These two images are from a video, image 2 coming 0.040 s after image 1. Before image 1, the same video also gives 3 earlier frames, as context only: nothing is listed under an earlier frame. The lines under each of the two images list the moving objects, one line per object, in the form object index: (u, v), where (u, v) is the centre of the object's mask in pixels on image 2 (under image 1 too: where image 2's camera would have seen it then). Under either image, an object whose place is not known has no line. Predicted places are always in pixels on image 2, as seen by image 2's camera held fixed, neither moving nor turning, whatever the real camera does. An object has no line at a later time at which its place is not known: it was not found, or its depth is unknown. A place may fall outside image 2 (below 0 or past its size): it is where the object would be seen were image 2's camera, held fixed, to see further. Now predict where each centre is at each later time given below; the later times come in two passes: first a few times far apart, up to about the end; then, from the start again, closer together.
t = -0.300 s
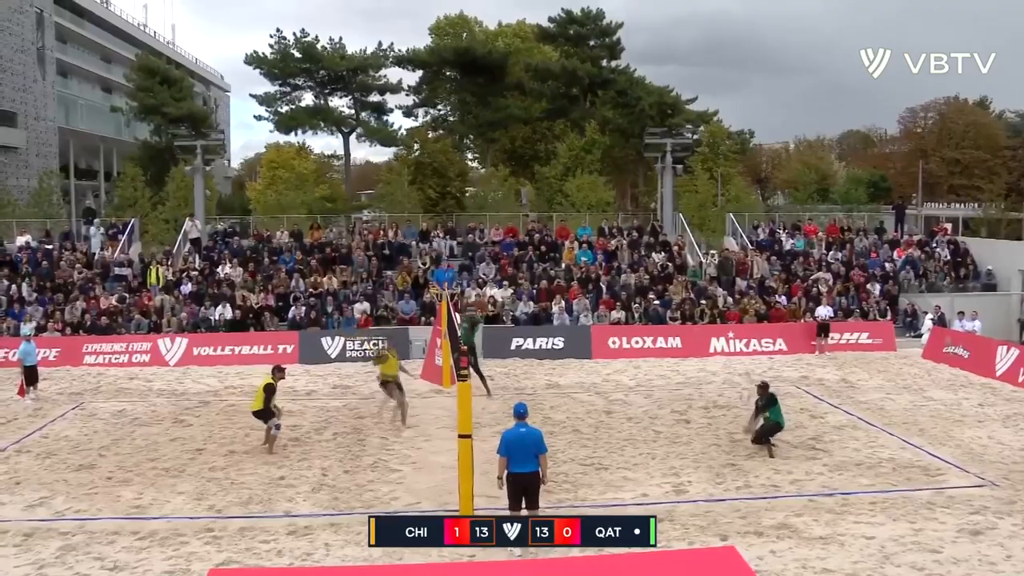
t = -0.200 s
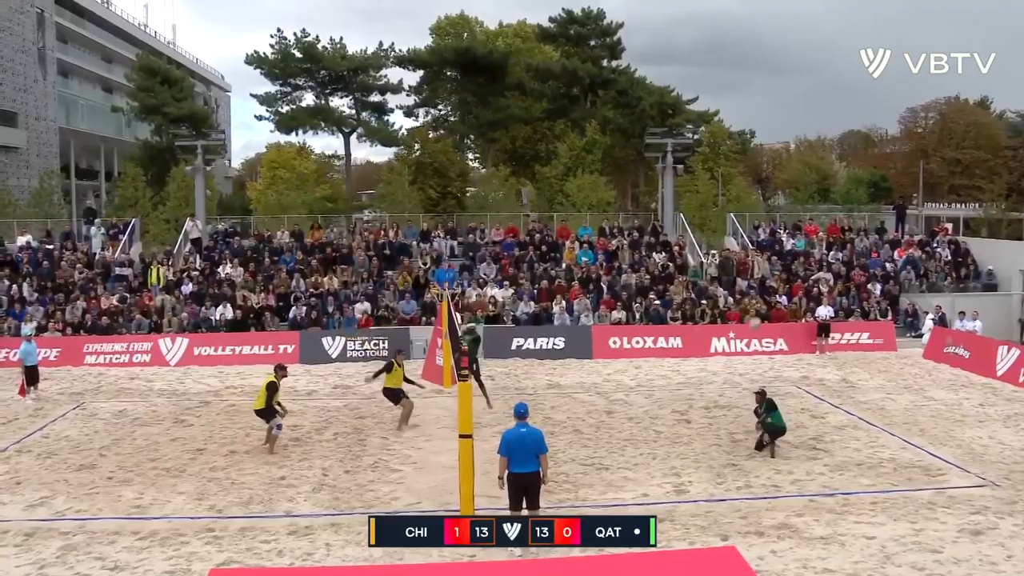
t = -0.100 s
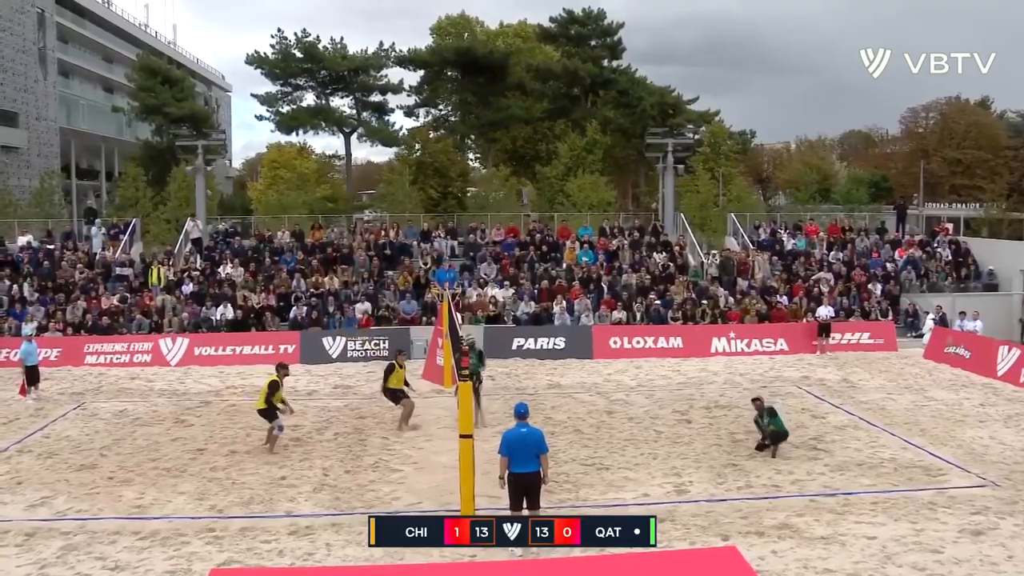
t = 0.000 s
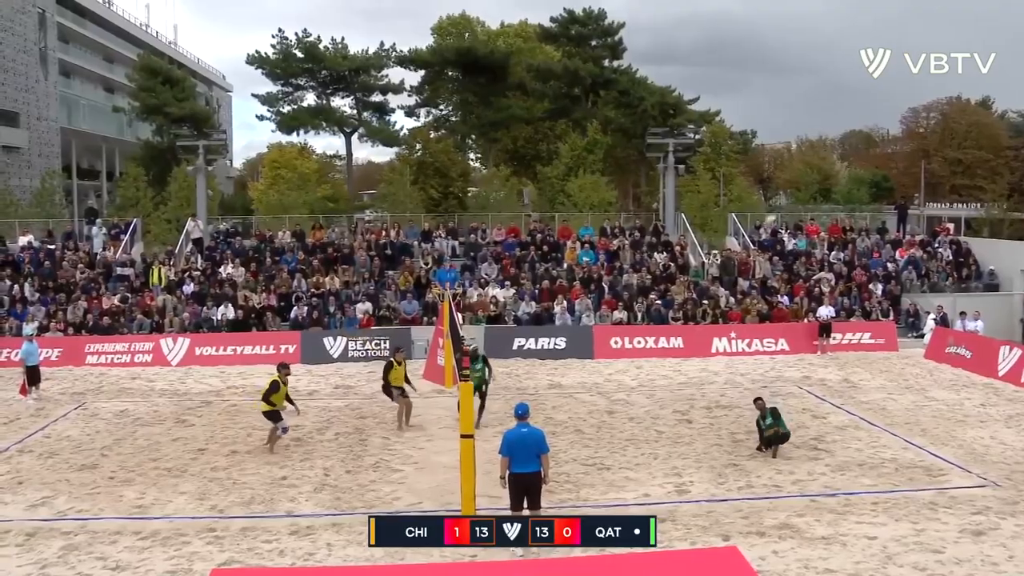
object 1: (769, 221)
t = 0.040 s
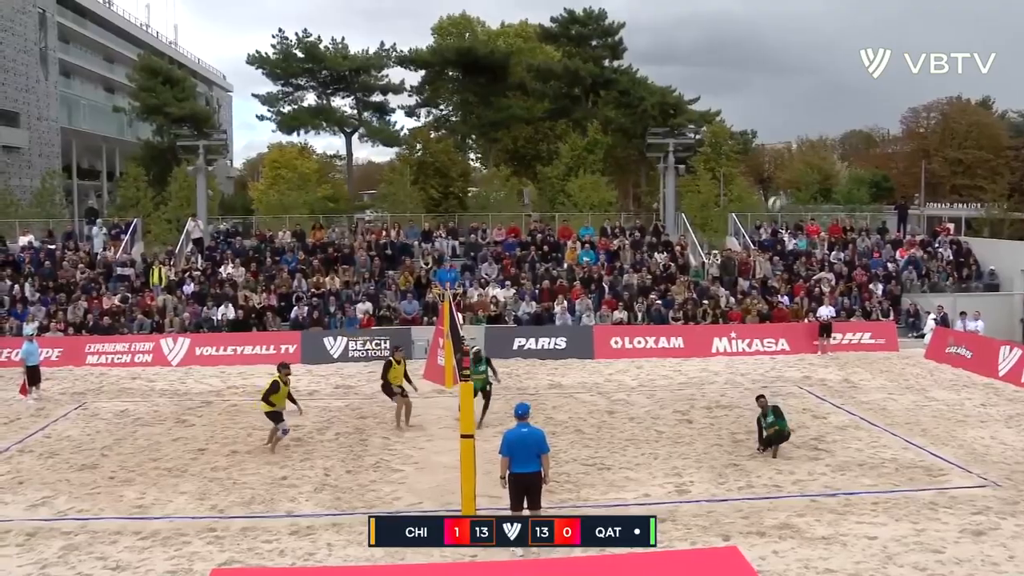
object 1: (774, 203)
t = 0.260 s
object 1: (791, 129)
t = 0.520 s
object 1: (813, 83)
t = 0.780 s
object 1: (833, 82)
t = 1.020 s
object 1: (846, 118)
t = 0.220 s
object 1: (789, 137)
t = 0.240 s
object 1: (788, 134)
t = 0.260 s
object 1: (791, 129)
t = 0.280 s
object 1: (793, 122)
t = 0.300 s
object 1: (795, 118)
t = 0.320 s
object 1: (797, 113)
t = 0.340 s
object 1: (799, 108)
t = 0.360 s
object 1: (800, 104)
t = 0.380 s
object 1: (802, 100)
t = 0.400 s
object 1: (803, 98)
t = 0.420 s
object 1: (805, 94)
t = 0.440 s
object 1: (805, 92)
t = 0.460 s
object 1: (808, 90)
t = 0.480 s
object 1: (810, 87)
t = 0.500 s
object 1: (811, 85)
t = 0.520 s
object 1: (813, 83)
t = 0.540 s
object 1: (816, 80)
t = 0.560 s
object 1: (816, 80)
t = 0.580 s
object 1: (817, 80)
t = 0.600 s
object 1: (819, 78)
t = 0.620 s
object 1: (820, 78)
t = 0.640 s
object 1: (822, 78)
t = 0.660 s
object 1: (824, 78)
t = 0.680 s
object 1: (826, 78)
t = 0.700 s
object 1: (827, 79)
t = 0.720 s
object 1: (829, 79)
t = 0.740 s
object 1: (831, 81)
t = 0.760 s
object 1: (832, 81)
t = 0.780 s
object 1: (833, 82)
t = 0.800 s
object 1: (834, 84)
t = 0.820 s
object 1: (836, 87)
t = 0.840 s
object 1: (837, 89)
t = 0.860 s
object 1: (838, 92)
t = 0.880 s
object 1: (840, 95)
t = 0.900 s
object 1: (840, 96)
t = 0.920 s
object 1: (842, 101)
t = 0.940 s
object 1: (843, 104)
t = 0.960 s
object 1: (844, 108)
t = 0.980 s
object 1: (846, 114)
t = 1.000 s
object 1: (846, 117)
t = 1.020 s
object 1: (846, 118)
